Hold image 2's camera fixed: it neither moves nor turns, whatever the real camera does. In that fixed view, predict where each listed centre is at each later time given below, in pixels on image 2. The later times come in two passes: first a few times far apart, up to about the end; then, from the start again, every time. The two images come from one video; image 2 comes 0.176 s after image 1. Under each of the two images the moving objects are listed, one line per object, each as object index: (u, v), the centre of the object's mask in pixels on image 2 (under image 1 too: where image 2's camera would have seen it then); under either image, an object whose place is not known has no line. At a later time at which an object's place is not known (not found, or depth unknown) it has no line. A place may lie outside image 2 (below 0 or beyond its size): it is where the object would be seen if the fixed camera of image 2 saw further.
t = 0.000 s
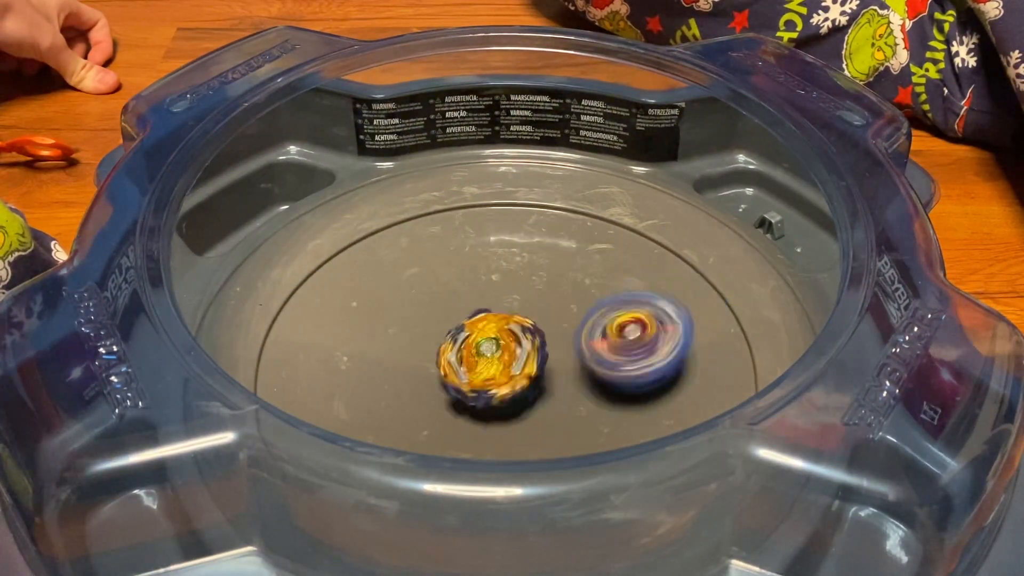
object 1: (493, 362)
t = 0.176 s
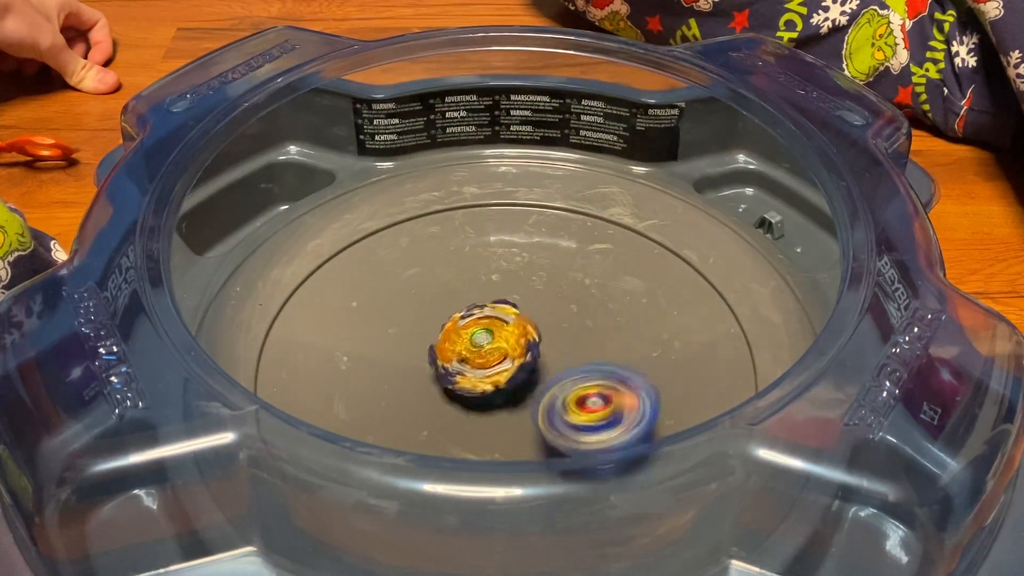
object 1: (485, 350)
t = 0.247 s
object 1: (483, 347)
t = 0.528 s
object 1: (486, 344)
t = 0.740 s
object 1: (510, 314)
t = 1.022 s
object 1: (515, 327)
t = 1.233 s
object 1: (575, 311)
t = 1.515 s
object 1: (621, 308)
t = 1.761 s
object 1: (541, 335)
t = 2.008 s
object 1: (471, 382)
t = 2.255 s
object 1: (472, 393)
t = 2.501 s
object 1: (471, 359)
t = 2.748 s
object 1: (481, 338)
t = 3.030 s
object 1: (516, 357)
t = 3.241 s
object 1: (530, 354)
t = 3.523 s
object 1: (539, 355)
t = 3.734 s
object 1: (524, 352)
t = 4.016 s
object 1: (515, 340)
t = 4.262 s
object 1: (514, 343)
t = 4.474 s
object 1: (516, 335)
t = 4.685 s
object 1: (524, 334)
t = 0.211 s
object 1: (485, 349)
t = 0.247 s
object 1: (483, 347)
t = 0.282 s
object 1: (483, 346)
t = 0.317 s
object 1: (482, 346)
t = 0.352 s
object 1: (482, 346)
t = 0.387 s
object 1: (482, 346)
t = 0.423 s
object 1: (483, 346)
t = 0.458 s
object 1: (484, 346)
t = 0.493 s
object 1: (485, 346)
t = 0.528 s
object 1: (486, 344)
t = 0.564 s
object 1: (485, 343)
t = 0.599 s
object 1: (494, 333)
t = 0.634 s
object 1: (501, 325)
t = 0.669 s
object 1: (505, 320)
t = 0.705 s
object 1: (508, 316)
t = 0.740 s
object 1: (510, 314)
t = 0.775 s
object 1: (511, 314)
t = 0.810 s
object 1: (512, 315)
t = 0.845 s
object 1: (510, 313)
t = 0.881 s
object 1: (511, 316)
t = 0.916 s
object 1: (513, 321)
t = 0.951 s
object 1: (515, 324)
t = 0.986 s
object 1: (516, 326)
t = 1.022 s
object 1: (515, 327)
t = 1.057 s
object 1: (513, 328)
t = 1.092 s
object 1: (511, 330)
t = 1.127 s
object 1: (510, 332)
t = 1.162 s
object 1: (508, 333)
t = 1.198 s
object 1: (523, 327)
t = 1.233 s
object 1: (575, 311)
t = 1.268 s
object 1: (593, 305)
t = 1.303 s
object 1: (606, 300)
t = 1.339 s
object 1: (618, 299)
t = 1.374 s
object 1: (626, 300)
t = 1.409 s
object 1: (629, 300)
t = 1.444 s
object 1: (630, 302)
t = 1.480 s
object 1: (626, 305)
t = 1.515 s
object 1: (621, 308)
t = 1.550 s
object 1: (613, 309)
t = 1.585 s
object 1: (607, 314)
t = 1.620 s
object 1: (599, 318)
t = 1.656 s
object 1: (587, 324)
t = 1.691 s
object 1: (574, 328)
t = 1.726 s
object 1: (558, 332)
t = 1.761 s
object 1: (541, 335)
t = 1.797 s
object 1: (524, 338)
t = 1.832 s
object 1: (506, 338)
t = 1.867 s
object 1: (491, 360)
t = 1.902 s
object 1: (485, 369)
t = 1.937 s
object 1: (478, 373)
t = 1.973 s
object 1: (474, 378)
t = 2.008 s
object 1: (471, 382)
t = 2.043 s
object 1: (470, 388)
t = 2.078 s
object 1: (467, 390)
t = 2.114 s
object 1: (467, 392)
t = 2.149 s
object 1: (467, 394)
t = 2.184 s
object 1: (468, 395)
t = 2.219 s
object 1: (469, 394)
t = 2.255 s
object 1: (472, 393)
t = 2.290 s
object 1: (476, 385)
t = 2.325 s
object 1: (484, 387)
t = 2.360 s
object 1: (492, 386)
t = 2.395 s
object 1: (497, 384)
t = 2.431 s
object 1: (489, 380)
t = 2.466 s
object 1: (481, 373)
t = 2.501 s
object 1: (471, 359)
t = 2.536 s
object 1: (472, 357)
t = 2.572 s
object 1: (471, 353)
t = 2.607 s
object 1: (469, 350)
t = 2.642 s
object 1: (468, 341)
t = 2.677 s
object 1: (472, 338)
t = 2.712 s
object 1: (477, 337)
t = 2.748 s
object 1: (481, 338)
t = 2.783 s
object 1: (485, 337)
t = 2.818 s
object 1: (490, 337)
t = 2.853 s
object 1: (496, 338)
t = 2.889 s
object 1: (500, 339)
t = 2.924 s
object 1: (506, 342)
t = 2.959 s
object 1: (511, 347)
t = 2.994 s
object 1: (514, 351)
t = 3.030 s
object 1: (516, 357)
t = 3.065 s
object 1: (518, 361)
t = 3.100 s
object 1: (517, 363)
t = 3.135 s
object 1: (517, 368)
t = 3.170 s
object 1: (516, 366)
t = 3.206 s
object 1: (522, 358)
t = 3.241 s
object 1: (530, 354)
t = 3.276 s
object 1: (536, 352)
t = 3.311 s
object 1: (540, 352)
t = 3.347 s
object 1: (543, 351)
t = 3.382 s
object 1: (546, 351)
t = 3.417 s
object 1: (546, 353)
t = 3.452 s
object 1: (544, 355)
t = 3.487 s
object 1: (542, 355)
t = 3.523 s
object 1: (539, 355)
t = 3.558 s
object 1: (534, 356)
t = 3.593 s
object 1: (531, 356)
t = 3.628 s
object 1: (529, 355)
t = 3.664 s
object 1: (525, 355)
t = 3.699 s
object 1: (524, 355)
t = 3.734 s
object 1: (524, 352)
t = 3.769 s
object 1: (521, 345)
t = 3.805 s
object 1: (521, 340)
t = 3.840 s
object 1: (521, 336)
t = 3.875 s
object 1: (522, 334)
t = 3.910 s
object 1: (522, 335)
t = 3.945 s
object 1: (521, 339)
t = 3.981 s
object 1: (519, 339)
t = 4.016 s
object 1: (515, 340)
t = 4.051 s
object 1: (514, 341)
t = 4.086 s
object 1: (515, 341)
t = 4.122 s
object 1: (516, 343)
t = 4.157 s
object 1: (516, 344)
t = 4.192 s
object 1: (515, 343)
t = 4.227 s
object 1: (514, 343)
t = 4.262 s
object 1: (514, 343)
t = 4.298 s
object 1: (515, 341)
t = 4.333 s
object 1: (515, 339)
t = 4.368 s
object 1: (516, 337)
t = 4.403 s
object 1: (516, 335)
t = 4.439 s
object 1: (516, 335)
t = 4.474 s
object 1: (516, 335)
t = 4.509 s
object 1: (516, 333)
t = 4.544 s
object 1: (518, 334)
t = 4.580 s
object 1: (521, 335)
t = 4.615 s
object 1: (523, 334)
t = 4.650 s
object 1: (524, 334)
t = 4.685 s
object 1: (524, 334)
